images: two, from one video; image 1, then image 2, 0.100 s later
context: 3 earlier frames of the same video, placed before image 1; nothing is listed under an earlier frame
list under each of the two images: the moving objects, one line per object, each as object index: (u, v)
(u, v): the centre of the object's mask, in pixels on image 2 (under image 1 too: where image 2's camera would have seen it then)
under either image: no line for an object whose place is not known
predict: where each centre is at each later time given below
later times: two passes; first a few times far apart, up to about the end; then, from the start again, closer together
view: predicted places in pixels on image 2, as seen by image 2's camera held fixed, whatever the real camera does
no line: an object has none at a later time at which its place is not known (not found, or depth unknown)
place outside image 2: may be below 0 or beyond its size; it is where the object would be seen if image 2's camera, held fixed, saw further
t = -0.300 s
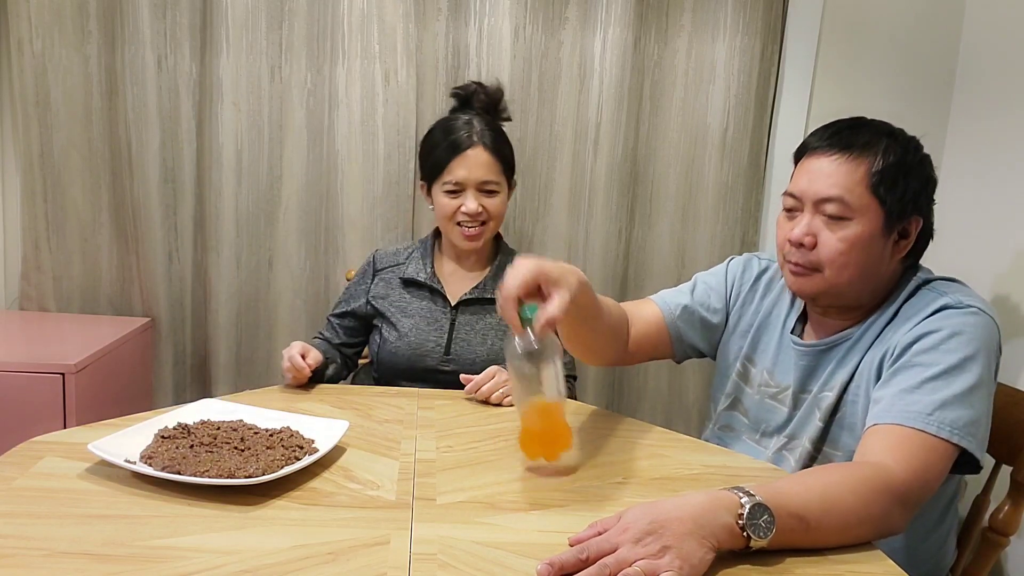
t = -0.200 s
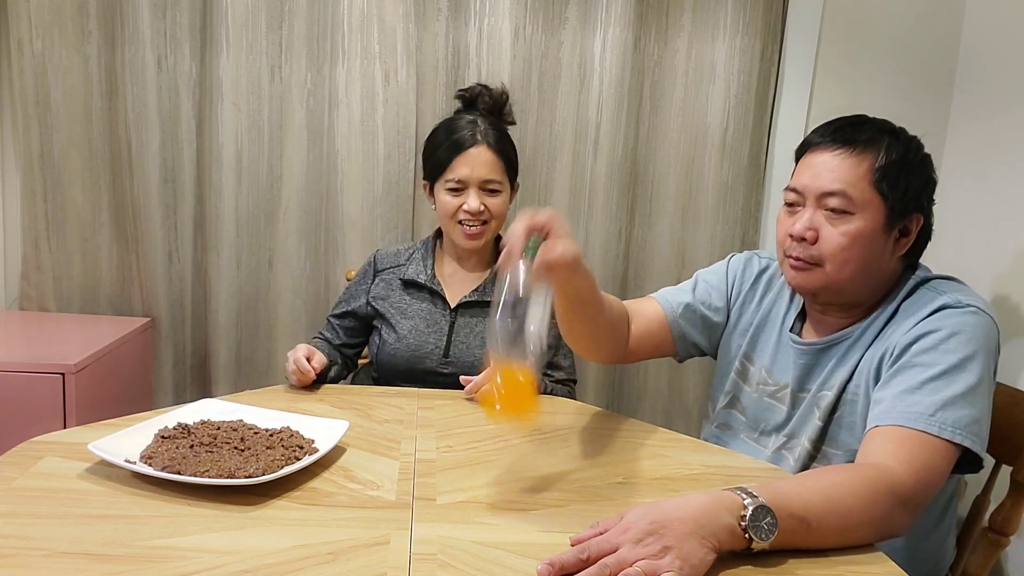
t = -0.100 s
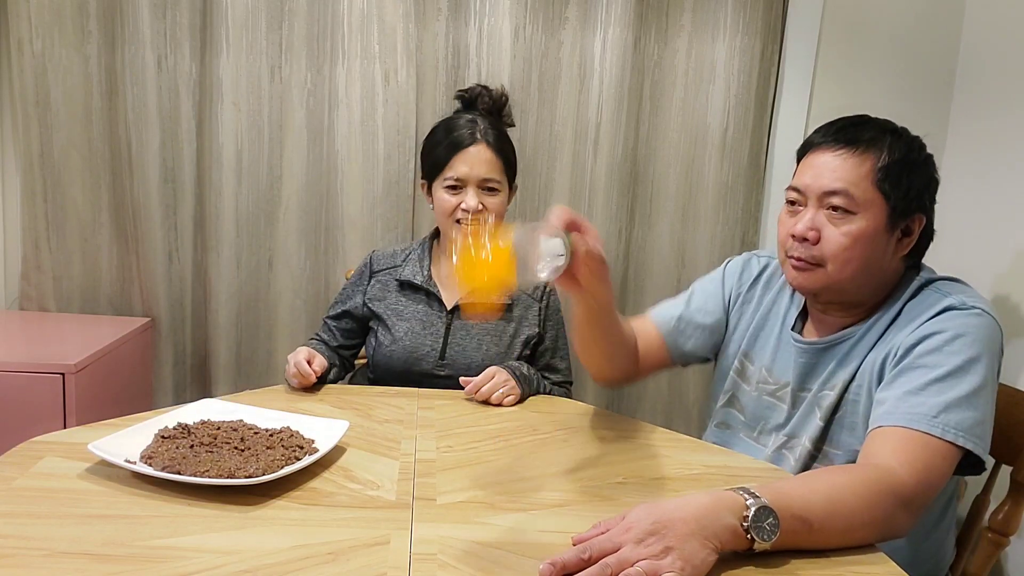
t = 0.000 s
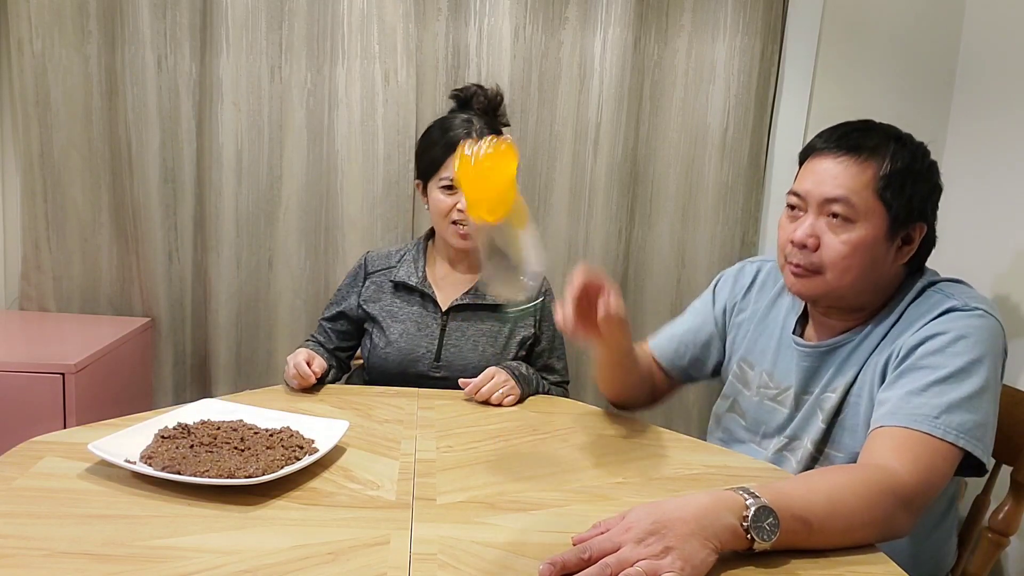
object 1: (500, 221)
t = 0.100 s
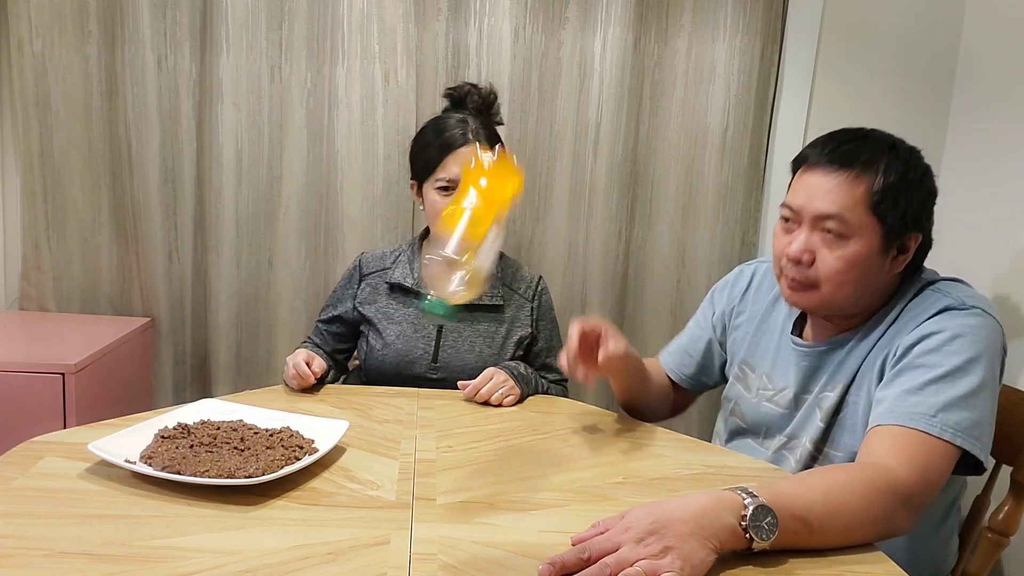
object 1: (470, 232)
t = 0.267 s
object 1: (438, 374)
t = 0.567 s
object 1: (432, 489)
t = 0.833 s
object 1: (432, 489)
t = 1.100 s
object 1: (428, 487)
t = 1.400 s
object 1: (421, 483)
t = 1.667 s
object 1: (418, 481)
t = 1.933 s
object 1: (418, 481)
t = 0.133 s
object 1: (461, 246)
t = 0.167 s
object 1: (456, 266)
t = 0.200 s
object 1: (451, 296)
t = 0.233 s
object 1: (442, 336)
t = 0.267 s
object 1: (438, 374)
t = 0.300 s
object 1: (437, 440)
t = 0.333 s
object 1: (430, 482)
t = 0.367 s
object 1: (431, 485)
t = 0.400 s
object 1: (430, 486)
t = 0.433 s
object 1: (431, 488)
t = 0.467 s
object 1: (432, 488)
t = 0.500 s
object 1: (432, 488)
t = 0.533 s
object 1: (432, 489)
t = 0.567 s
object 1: (432, 489)
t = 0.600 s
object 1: (432, 489)
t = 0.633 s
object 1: (432, 489)
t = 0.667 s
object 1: (432, 489)
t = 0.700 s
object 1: (432, 489)
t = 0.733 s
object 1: (432, 489)
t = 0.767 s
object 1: (432, 489)
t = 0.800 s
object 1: (432, 489)
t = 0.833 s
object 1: (432, 489)
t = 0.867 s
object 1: (432, 489)
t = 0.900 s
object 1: (432, 488)
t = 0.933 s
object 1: (431, 488)
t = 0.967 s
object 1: (431, 488)
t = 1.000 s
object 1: (430, 488)
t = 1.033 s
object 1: (430, 488)
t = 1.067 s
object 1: (429, 487)
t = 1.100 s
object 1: (428, 487)
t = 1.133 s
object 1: (428, 487)
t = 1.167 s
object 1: (427, 486)
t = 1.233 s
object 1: (425, 485)
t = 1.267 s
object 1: (424, 485)
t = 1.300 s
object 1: (423, 484)
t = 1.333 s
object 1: (423, 484)
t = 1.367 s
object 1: (422, 483)
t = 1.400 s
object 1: (421, 483)
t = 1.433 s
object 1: (421, 483)
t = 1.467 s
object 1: (420, 483)
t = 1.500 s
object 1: (419, 482)
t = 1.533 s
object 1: (418, 482)
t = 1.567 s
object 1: (418, 482)
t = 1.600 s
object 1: (418, 482)
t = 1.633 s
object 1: (418, 481)
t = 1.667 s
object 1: (418, 481)
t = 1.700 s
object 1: (418, 481)
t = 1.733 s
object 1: (418, 481)
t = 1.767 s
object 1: (418, 481)
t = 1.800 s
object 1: (418, 481)
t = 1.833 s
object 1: (418, 481)
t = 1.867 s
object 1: (417, 481)
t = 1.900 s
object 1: (418, 481)
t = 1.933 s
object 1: (418, 481)
